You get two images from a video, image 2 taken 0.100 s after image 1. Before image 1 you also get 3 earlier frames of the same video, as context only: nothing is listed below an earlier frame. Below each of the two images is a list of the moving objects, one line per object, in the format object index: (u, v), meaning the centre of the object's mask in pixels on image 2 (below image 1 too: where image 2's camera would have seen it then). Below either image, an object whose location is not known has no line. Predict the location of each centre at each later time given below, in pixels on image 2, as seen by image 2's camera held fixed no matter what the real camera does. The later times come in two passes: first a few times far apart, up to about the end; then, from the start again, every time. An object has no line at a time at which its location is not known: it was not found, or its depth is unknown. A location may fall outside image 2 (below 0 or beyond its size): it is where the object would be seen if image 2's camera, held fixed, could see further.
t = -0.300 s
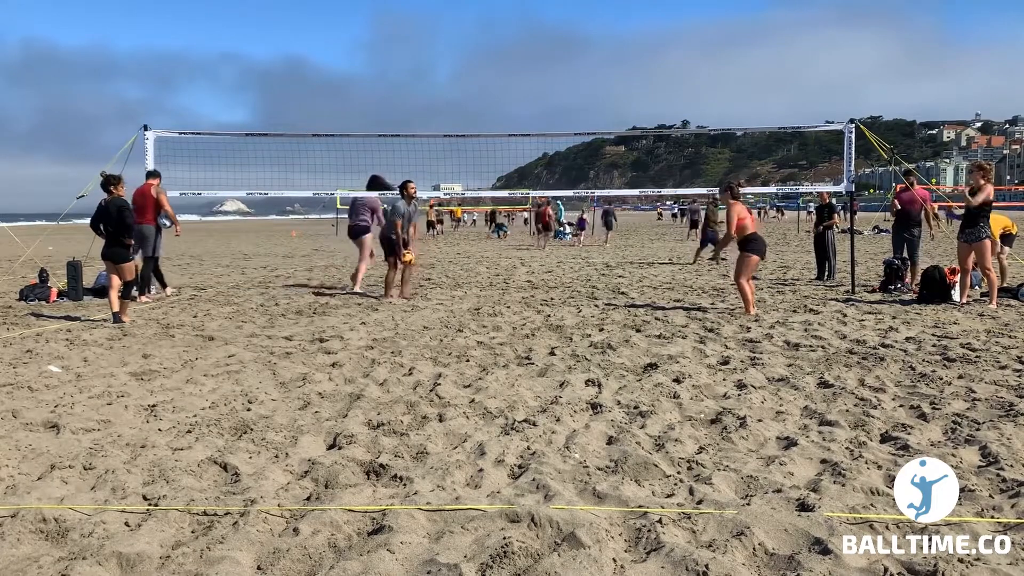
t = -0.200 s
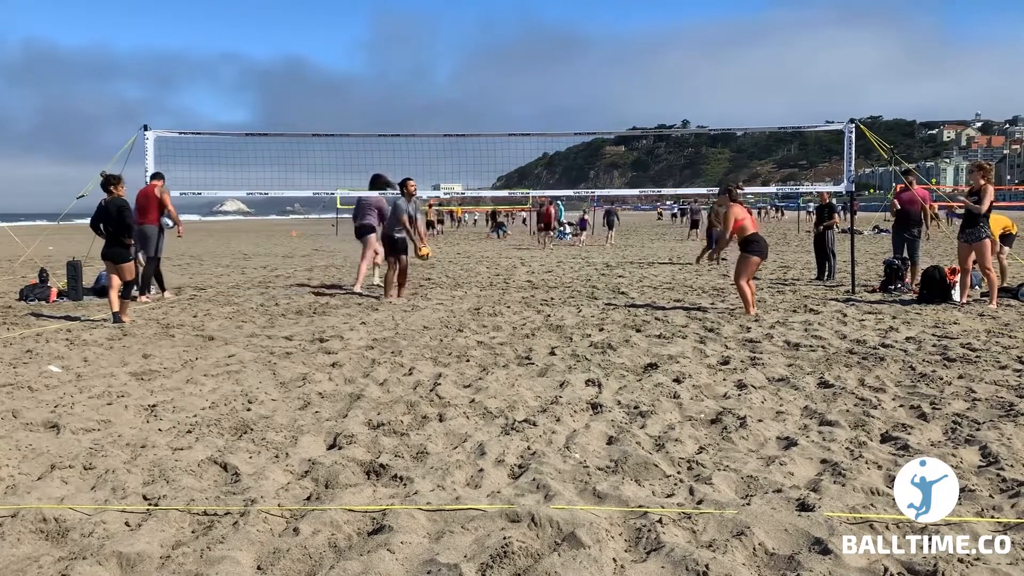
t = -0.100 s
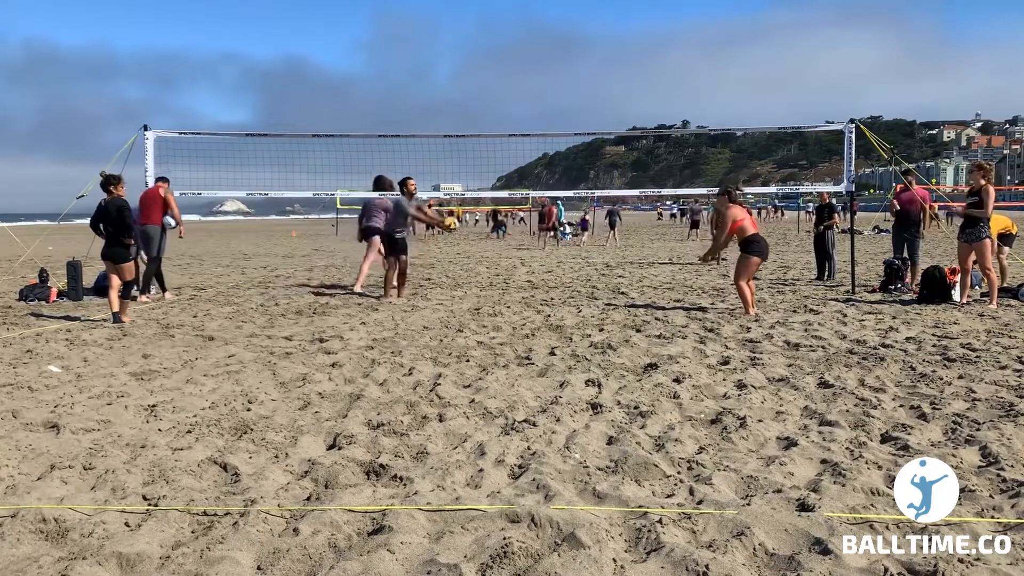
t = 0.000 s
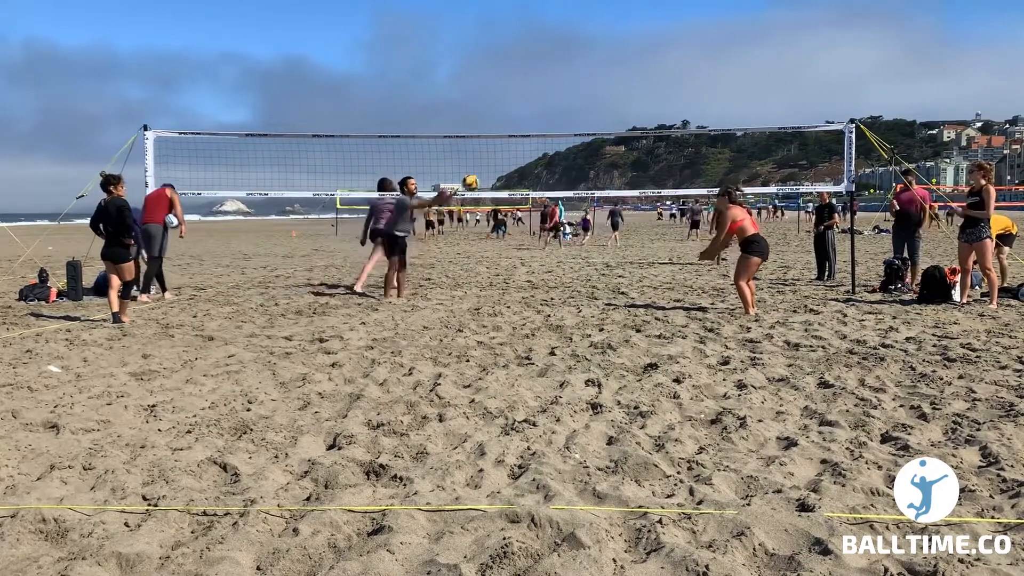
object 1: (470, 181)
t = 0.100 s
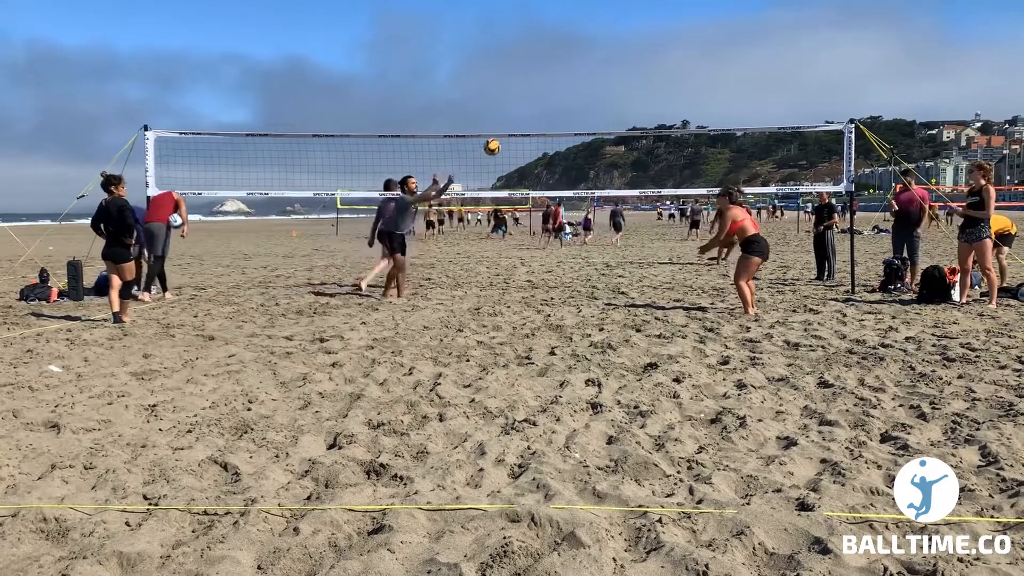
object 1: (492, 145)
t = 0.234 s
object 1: (522, 108)
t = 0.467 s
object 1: (580, 76)
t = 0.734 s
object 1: (648, 96)
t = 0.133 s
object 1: (499, 135)
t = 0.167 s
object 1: (506, 125)
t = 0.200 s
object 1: (514, 116)
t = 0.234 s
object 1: (522, 108)
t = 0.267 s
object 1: (530, 100)
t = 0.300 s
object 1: (537, 94)
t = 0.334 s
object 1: (546, 88)
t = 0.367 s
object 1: (554, 84)
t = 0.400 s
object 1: (563, 81)
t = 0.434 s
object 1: (571, 78)
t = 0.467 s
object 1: (580, 76)
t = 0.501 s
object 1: (588, 75)
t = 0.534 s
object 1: (597, 75)
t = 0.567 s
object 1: (606, 76)
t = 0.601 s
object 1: (614, 78)
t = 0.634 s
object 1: (622, 82)
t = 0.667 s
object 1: (631, 85)
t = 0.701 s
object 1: (640, 90)
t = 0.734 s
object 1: (648, 96)
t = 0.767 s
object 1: (657, 103)
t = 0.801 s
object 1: (666, 111)
